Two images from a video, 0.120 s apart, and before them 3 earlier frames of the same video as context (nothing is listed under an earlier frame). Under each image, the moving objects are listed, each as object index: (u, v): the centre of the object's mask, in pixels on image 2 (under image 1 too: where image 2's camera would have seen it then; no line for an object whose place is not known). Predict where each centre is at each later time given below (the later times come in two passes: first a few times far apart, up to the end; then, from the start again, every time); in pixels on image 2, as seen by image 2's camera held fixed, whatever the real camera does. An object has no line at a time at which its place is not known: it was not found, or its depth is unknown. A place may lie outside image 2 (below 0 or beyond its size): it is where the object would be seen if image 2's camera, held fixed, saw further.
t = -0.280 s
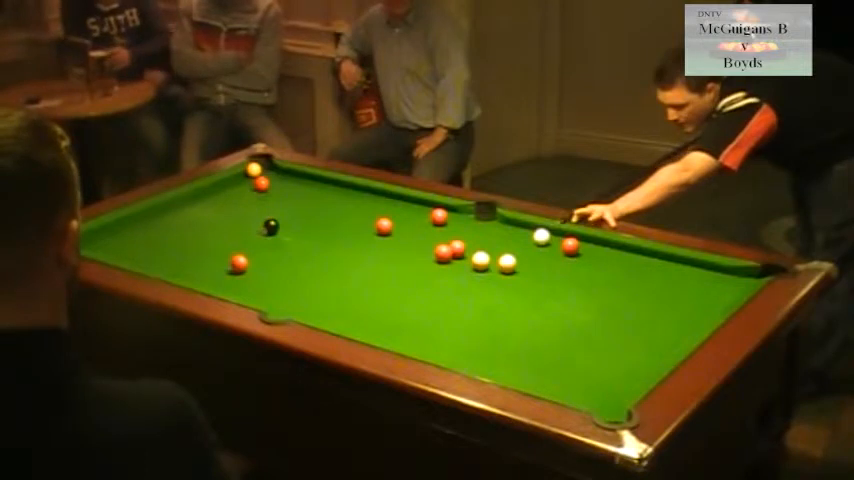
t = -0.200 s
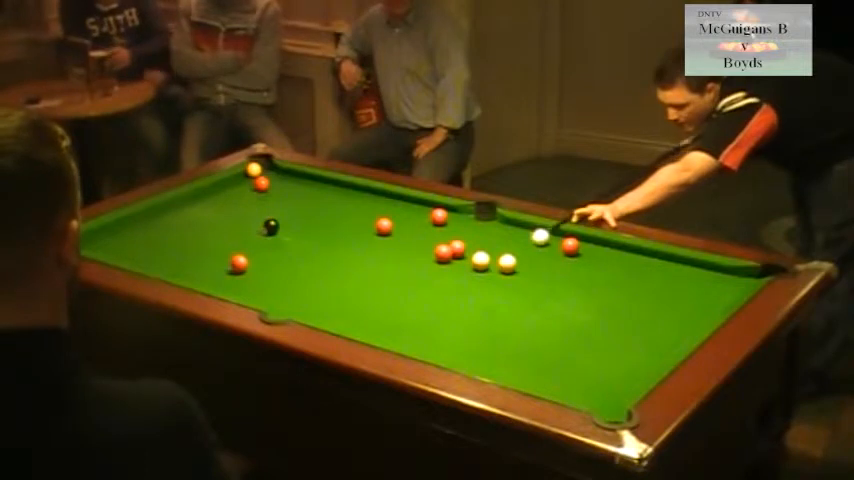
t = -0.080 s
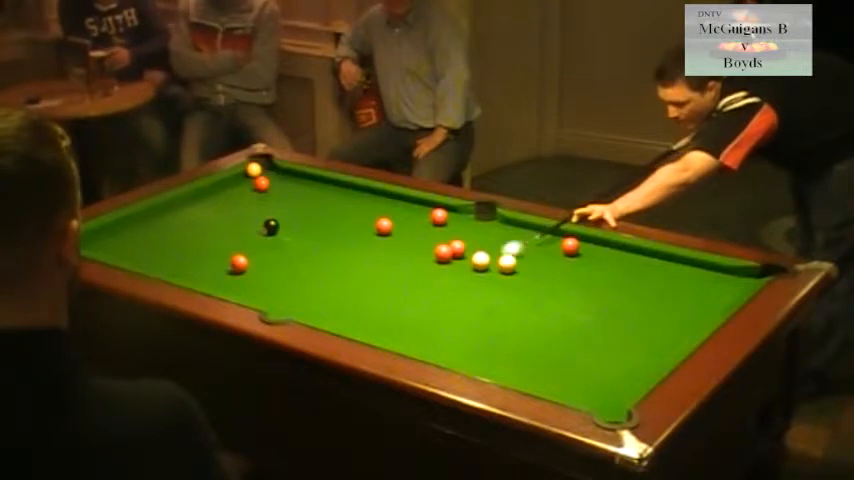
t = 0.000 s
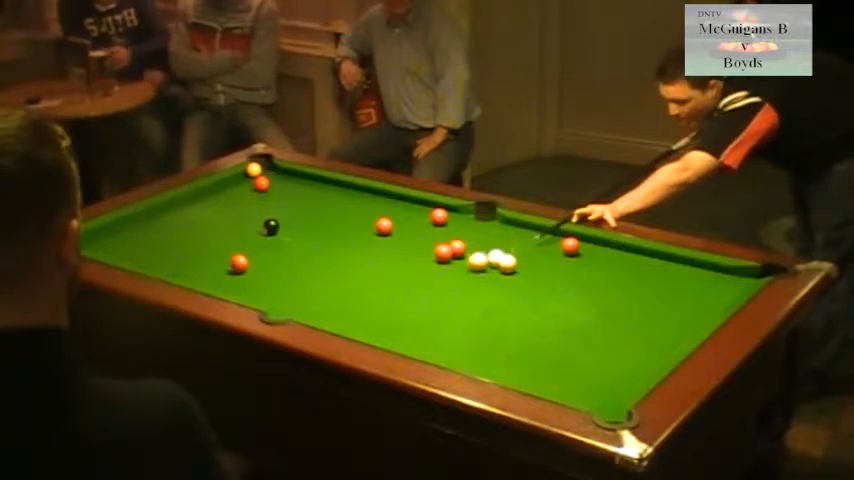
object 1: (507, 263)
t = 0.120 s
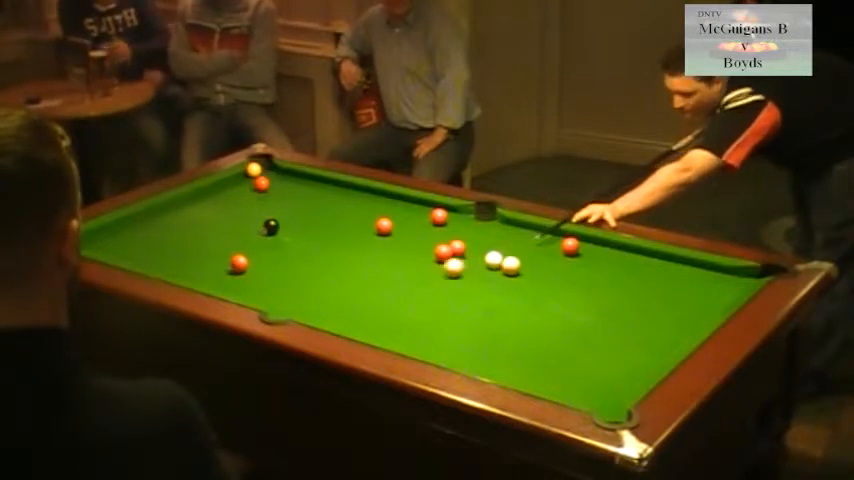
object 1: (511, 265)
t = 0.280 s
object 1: (515, 268)
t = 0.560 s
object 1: (522, 272)
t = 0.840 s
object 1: (527, 274)
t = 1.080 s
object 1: (530, 276)
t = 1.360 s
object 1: (533, 278)
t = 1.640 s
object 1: (533, 278)
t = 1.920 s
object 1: (533, 278)
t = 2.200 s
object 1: (533, 278)
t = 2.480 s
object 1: (533, 278)
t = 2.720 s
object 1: (533, 278)
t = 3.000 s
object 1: (533, 278)
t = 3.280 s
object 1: (533, 278)
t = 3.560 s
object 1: (533, 278)
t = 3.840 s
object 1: (533, 278)
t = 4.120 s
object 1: (533, 278)
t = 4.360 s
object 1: (533, 278)
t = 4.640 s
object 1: (533, 278)
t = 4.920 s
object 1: (533, 278)
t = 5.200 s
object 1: (533, 278)
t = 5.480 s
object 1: (533, 278)
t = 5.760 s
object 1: (533, 278)
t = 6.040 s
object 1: (533, 278)
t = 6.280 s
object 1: (533, 278)
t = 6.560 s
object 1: (533, 278)
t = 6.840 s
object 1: (533, 278)
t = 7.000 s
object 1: (533, 278)
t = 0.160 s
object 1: (511, 266)
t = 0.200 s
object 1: (513, 267)
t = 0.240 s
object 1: (514, 267)
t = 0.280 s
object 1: (515, 268)
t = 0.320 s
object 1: (516, 268)
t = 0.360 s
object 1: (517, 269)
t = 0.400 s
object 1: (519, 270)
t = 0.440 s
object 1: (520, 270)
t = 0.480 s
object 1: (520, 271)
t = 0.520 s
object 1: (521, 271)
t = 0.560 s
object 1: (522, 272)
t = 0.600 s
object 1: (523, 272)
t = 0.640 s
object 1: (524, 273)
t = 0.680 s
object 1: (525, 273)
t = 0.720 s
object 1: (525, 274)
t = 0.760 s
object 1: (526, 274)
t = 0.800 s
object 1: (527, 274)
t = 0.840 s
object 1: (527, 274)
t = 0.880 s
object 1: (528, 275)
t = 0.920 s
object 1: (528, 275)
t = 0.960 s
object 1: (529, 275)
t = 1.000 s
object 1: (530, 276)
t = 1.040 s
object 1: (530, 276)
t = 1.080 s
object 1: (530, 276)
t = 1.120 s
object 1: (531, 276)
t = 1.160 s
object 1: (531, 277)
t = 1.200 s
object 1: (532, 277)
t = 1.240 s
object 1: (532, 277)
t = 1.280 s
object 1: (532, 277)
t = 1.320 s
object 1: (532, 277)
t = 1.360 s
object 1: (533, 278)
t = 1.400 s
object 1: (533, 278)
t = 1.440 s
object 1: (533, 278)
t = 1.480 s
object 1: (533, 278)
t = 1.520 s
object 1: (533, 278)
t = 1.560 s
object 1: (533, 278)
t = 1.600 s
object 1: (533, 278)
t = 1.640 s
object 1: (533, 278)
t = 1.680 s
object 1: (533, 278)
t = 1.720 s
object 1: (533, 278)
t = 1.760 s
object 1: (533, 278)
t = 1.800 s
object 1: (533, 278)
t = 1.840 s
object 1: (533, 278)
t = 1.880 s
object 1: (533, 278)
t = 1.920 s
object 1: (533, 278)
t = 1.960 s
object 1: (533, 278)
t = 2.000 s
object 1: (533, 278)
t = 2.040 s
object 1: (533, 278)
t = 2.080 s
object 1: (533, 278)
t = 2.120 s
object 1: (533, 278)
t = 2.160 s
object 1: (533, 278)
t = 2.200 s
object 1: (533, 278)
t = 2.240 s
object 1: (533, 278)
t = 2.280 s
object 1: (533, 278)
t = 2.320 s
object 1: (533, 278)
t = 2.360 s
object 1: (533, 278)
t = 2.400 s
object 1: (533, 278)
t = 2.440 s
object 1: (533, 278)
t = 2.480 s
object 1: (533, 278)
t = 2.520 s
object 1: (533, 278)
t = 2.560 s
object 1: (533, 278)
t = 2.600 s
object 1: (533, 278)
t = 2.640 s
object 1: (533, 278)
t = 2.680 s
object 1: (533, 278)
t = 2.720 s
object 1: (533, 278)
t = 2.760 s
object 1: (533, 278)
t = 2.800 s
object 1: (533, 278)
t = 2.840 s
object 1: (533, 278)
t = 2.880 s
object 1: (533, 278)
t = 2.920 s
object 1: (533, 278)
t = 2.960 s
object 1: (533, 278)
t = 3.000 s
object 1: (533, 278)
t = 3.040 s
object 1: (533, 278)
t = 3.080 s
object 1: (533, 278)
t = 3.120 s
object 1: (533, 278)
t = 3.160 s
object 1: (533, 278)
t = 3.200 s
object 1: (533, 278)
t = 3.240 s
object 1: (533, 278)
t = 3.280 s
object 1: (533, 278)
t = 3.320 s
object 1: (533, 278)
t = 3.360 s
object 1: (533, 278)
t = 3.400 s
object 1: (533, 278)
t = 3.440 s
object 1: (533, 278)
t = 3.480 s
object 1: (533, 278)
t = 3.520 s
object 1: (533, 278)
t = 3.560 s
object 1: (533, 278)
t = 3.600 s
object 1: (533, 278)
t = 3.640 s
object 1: (533, 278)
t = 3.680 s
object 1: (533, 278)
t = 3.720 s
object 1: (533, 278)
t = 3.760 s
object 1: (533, 278)
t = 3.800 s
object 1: (533, 278)
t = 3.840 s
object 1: (533, 278)
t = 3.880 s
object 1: (533, 278)
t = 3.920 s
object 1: (533, 278)
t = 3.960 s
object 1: (533, 278)
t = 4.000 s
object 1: (533, 278)
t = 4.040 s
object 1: (533, 278)
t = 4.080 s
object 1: (533, 278)
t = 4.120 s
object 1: (533, 278)
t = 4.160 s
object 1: (533, 278)
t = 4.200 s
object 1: (533, 278)
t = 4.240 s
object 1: (533, 278)
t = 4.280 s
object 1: (533, 278)
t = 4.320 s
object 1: (533, 278)
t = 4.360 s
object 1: (533, 278)
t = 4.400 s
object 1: (533, 278)
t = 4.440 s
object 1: (533, 278)
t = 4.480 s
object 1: (533, 278)
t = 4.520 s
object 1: (533, 278)
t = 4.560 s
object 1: (533, 278)
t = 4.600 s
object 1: (533, 278)
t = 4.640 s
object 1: (533, 278)
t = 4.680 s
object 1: (533, 278)
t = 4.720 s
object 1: (533, 278)
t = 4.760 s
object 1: (533, 278)
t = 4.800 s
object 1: (533, 278)
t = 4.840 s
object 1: (533, 278)
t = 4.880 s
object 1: (533, 278)
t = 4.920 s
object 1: (533, 278)
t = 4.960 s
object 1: (533, 278)
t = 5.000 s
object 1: (533, 278)
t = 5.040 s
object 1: (533, 278)
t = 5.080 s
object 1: (533, 278)
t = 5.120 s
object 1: (533, 278)
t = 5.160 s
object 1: (533, 278)
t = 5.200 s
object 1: (533, 278)
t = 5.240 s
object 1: (533, 278)
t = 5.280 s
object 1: (533, 278)
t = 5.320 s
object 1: (533, 278)
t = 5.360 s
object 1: (533, 278)
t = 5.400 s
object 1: (533, 278)
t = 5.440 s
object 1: (533, 278)
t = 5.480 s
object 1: (533, 278)
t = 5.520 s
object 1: (533, 278)
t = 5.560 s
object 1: (533, 278)
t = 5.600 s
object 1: (533, 278)
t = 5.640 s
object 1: (533, 278)
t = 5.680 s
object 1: (533, 278)
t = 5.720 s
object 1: (533, 278)
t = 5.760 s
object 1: (533, 278)
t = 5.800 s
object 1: (533, 278)
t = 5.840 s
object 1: (533, 278)
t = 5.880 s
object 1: (533, 278)
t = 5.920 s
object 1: (533, 278)
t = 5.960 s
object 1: (533, 278)
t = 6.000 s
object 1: (533, 278)
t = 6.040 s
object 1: (533, 278)
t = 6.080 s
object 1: (533, 278)
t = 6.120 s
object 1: (533, 278)
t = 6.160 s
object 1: (533, 278)
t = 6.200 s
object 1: (533, 278)
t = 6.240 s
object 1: (533, 278)
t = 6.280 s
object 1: (533, 278)
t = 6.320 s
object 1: (533, 278)
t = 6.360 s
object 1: (533, 278)
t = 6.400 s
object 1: (533, 278)
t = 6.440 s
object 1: (533, 278)
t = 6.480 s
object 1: (533, 278)
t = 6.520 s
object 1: (533, 278)
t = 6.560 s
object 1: (533, 278)
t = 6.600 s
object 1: (533, 278)
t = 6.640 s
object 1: (533, 278)
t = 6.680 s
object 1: (533, 278)
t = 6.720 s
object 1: (533, 278)
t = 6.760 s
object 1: (533, 278)
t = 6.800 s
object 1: (533, 278)
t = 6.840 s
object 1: (533, 278)
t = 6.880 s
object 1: (533, 278)
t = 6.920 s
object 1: (533, 278)
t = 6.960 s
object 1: (533, 278)
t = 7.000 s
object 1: (533, 278)
